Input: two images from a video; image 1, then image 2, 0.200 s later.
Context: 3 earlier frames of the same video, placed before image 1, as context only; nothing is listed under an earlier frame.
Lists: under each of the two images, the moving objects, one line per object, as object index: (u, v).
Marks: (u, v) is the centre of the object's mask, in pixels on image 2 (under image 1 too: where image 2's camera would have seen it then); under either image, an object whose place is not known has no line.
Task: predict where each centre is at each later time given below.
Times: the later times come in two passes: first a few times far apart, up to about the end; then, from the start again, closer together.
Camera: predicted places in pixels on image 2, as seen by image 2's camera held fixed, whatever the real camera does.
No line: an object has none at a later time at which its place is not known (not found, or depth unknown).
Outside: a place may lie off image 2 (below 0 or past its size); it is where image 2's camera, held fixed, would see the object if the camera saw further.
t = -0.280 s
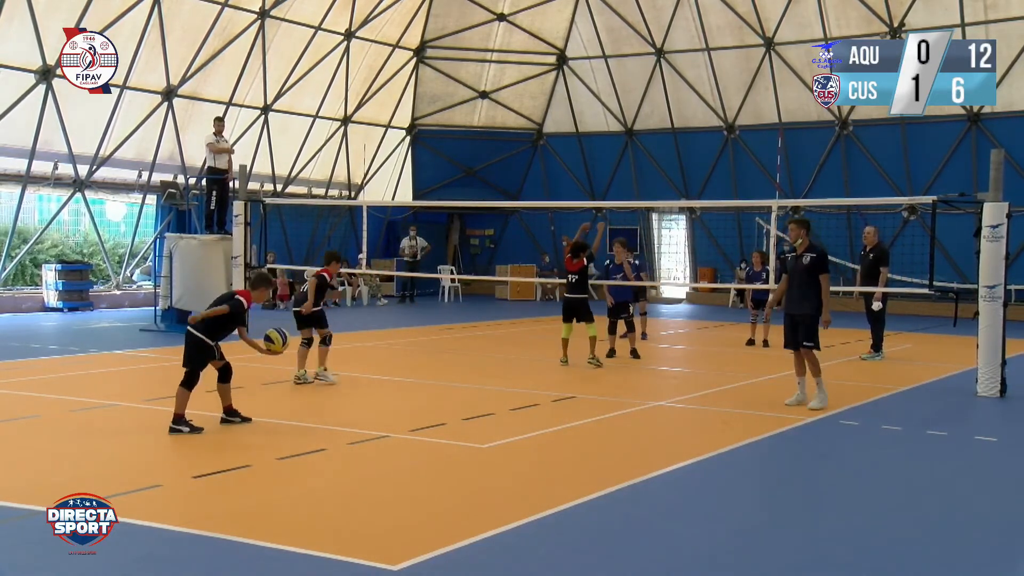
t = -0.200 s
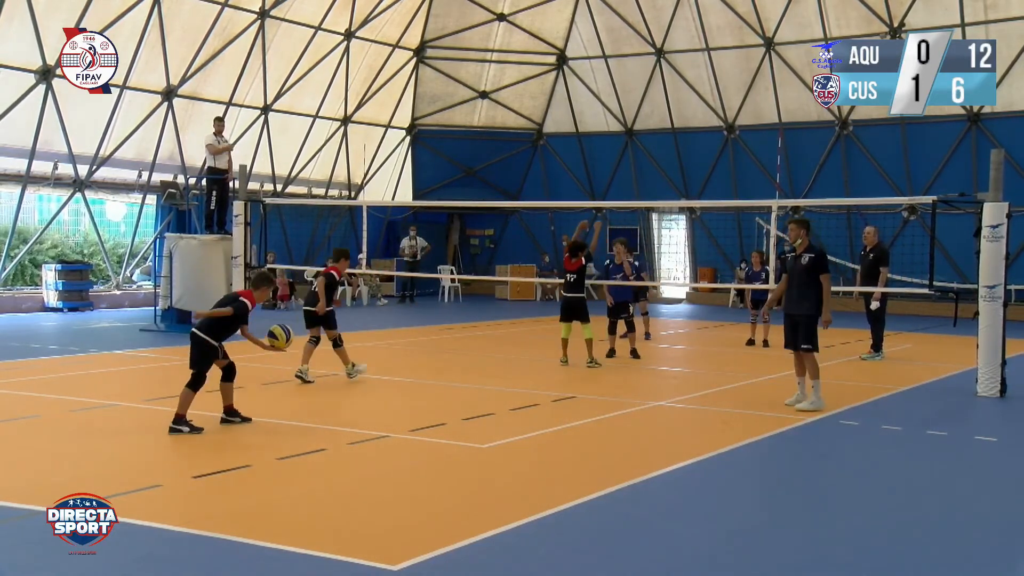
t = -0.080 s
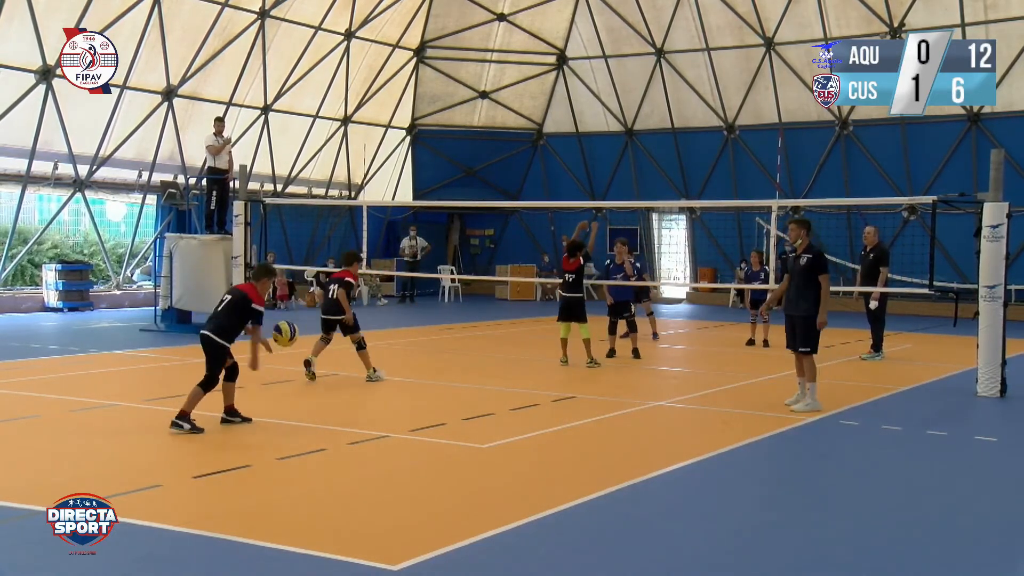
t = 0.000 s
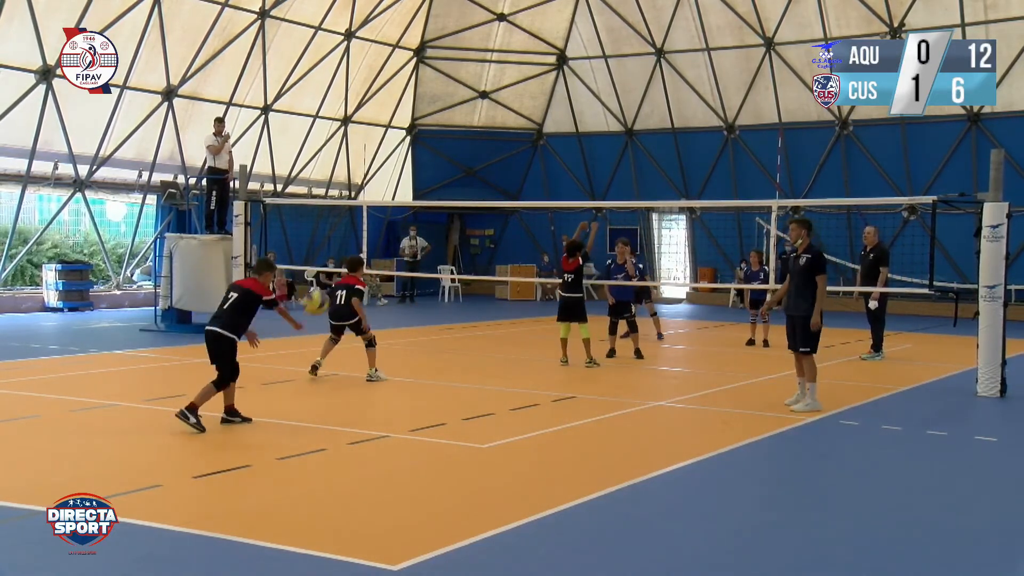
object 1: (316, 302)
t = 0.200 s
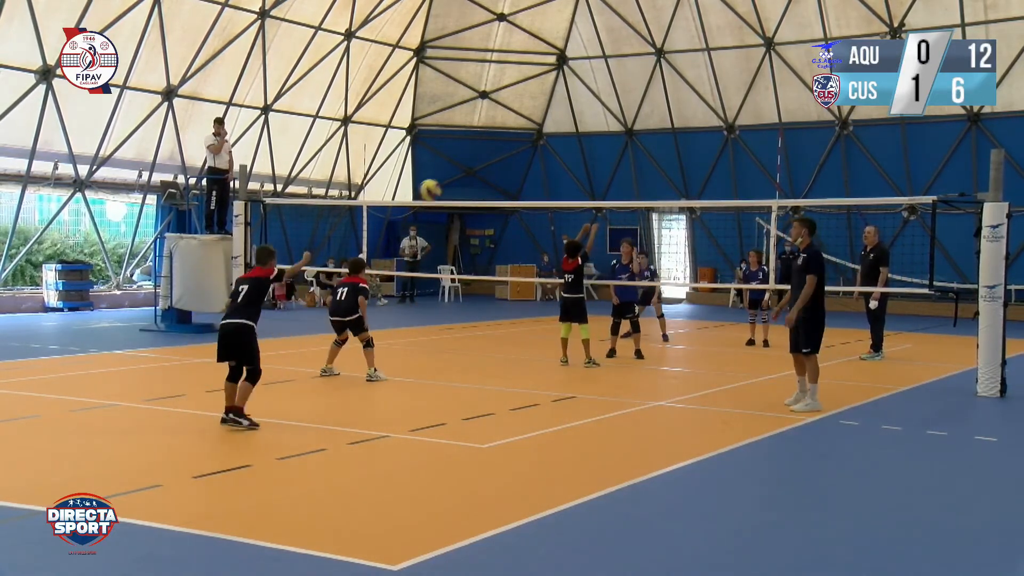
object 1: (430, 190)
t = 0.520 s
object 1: (559, 124)
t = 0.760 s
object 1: (633, 139)
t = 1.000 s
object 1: (688, 193)
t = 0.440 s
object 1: (531, 130)
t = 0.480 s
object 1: (546, 126)
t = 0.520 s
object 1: (559, 124)
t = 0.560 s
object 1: (574, 122)
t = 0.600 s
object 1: (587, 124)
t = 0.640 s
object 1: (598, 126)
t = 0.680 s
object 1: (610, 129)
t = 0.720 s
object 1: (622, 133)
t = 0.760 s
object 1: (633, 139)
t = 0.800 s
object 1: (643, 146)
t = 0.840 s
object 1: (652, 153)
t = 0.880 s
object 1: (662, 162)
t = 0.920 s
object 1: (671, 171)
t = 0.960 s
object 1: (680, 183)
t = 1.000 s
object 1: (688, 193)
